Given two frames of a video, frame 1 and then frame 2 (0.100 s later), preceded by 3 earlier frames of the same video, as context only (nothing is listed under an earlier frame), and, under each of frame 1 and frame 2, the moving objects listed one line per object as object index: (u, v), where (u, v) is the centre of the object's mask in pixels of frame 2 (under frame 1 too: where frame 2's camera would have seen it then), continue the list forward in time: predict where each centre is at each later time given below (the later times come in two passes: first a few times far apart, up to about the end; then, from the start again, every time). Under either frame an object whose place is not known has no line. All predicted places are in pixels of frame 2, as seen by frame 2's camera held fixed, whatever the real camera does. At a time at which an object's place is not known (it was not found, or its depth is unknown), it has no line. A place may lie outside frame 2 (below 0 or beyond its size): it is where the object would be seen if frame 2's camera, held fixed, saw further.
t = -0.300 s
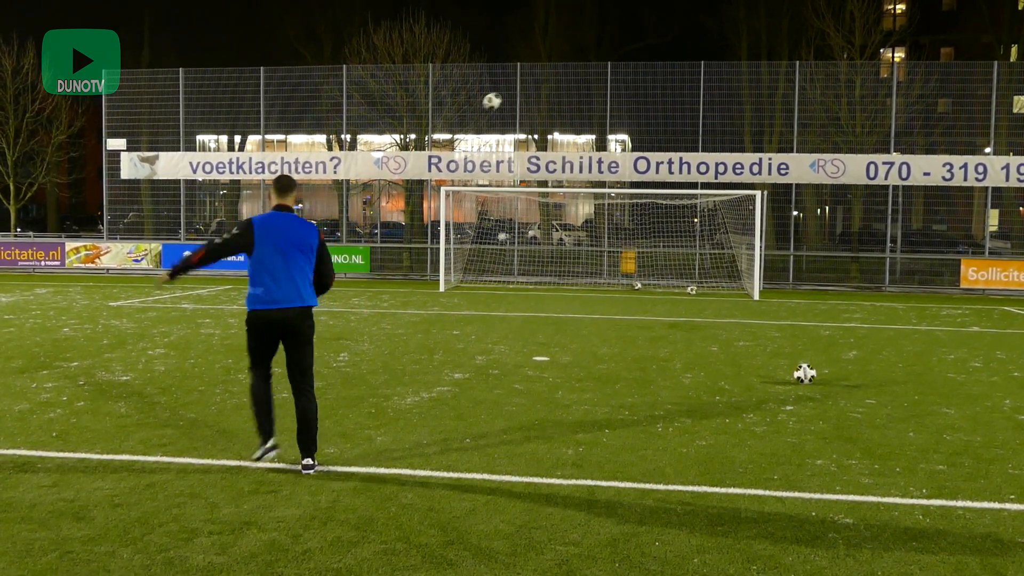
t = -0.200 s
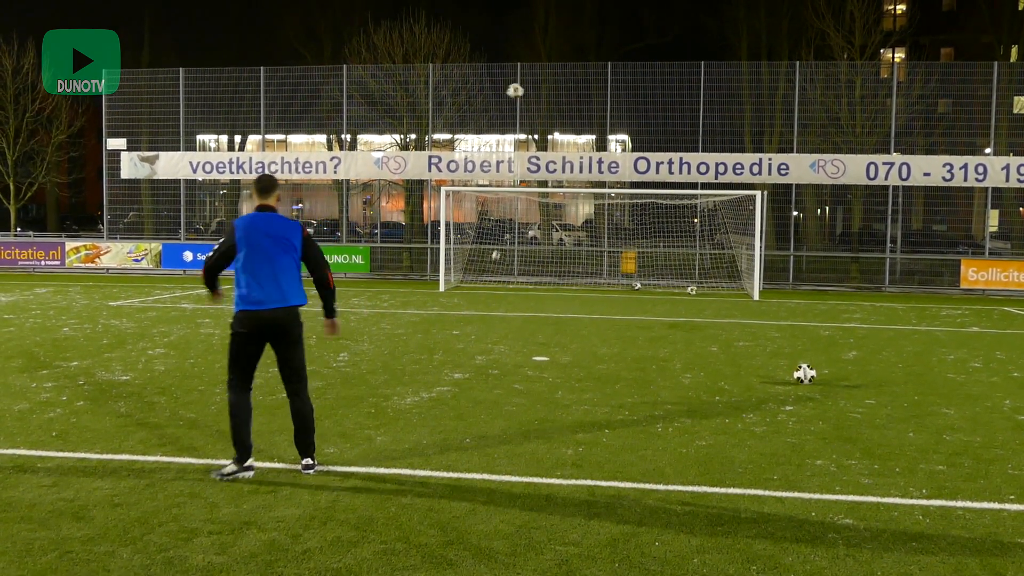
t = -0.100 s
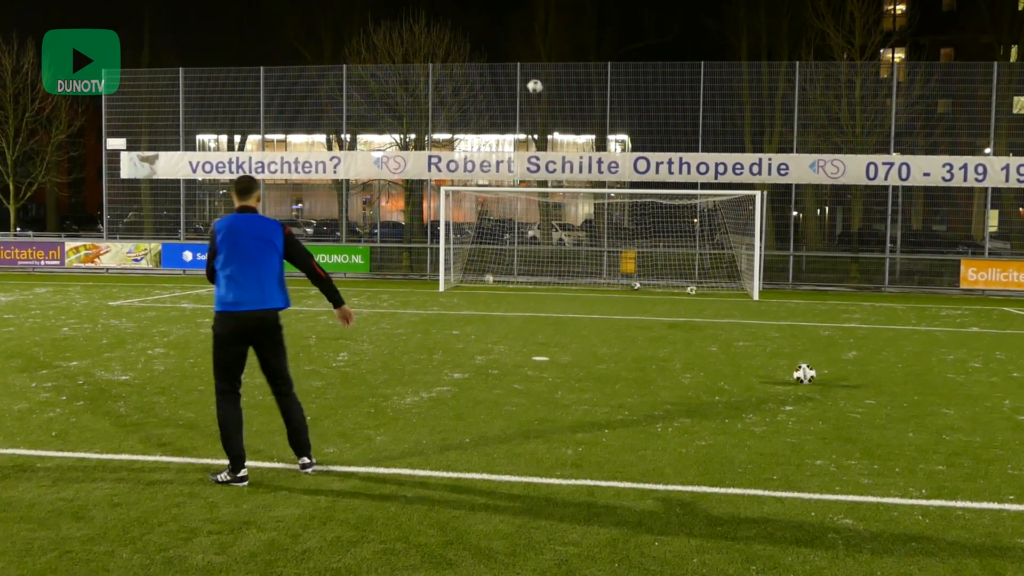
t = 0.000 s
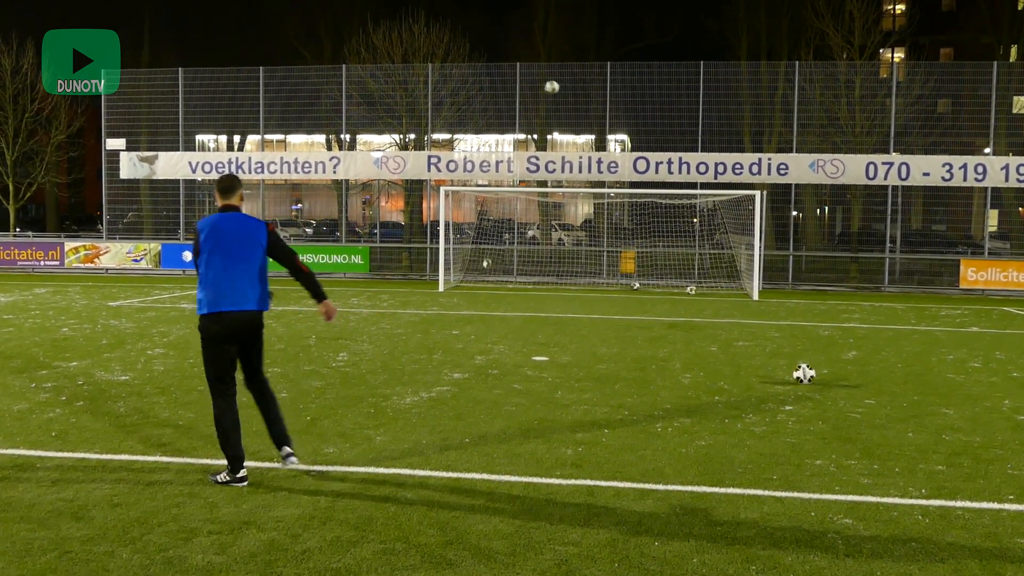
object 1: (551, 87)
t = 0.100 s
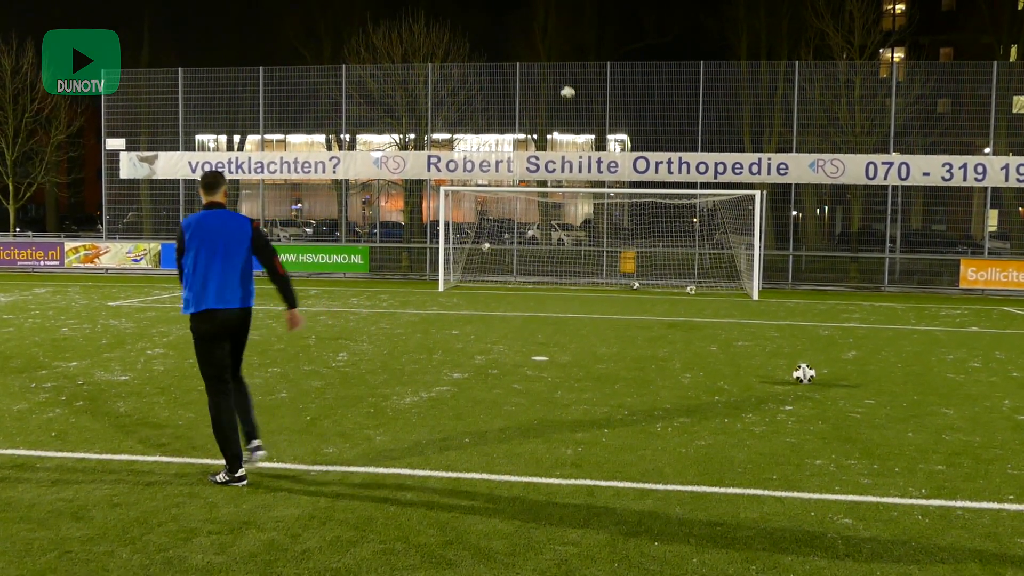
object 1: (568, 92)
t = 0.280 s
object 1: (593, 110)
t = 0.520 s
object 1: (622, 146)
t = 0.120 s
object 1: (571, 94)
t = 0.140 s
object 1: (574, 95)
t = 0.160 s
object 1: (577, 97)
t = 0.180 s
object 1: (579, 99)
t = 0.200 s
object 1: (582, 101)
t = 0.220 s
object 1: (585, 103)
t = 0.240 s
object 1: (588, 105)
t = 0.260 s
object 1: (590, 107)
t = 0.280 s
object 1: (593, 110)
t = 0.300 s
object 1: (596, 113)
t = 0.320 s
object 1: (598, 115)
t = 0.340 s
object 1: (600, 118)
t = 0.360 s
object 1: (603, 121)
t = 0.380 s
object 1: (605, 124)
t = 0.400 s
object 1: (608, 127)
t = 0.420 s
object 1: (610, 130)
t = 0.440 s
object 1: (612, 133)
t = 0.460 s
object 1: (615, 134)
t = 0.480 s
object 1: (618, 138)
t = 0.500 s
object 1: (620, 144)
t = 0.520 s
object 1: (622, 146)
